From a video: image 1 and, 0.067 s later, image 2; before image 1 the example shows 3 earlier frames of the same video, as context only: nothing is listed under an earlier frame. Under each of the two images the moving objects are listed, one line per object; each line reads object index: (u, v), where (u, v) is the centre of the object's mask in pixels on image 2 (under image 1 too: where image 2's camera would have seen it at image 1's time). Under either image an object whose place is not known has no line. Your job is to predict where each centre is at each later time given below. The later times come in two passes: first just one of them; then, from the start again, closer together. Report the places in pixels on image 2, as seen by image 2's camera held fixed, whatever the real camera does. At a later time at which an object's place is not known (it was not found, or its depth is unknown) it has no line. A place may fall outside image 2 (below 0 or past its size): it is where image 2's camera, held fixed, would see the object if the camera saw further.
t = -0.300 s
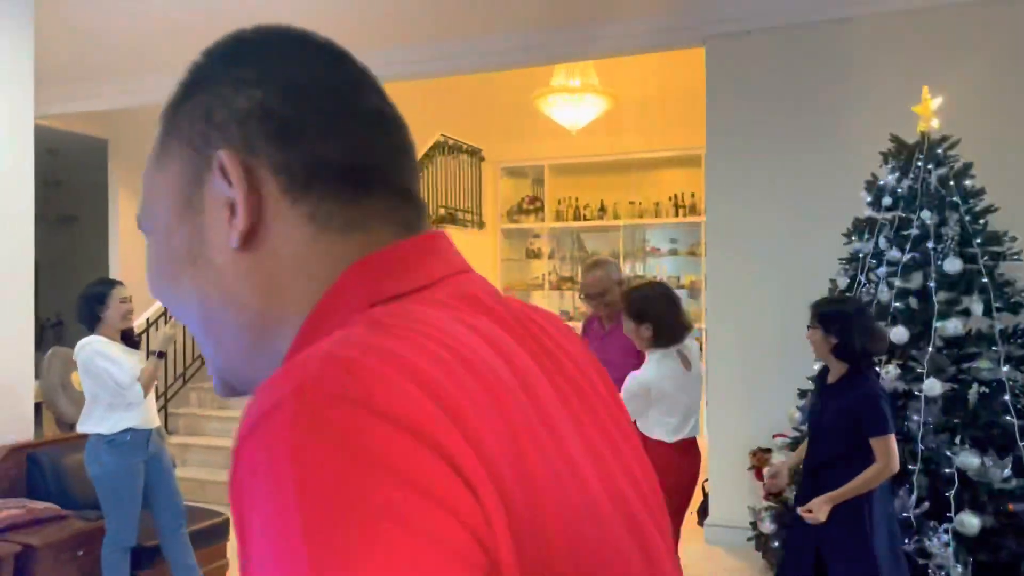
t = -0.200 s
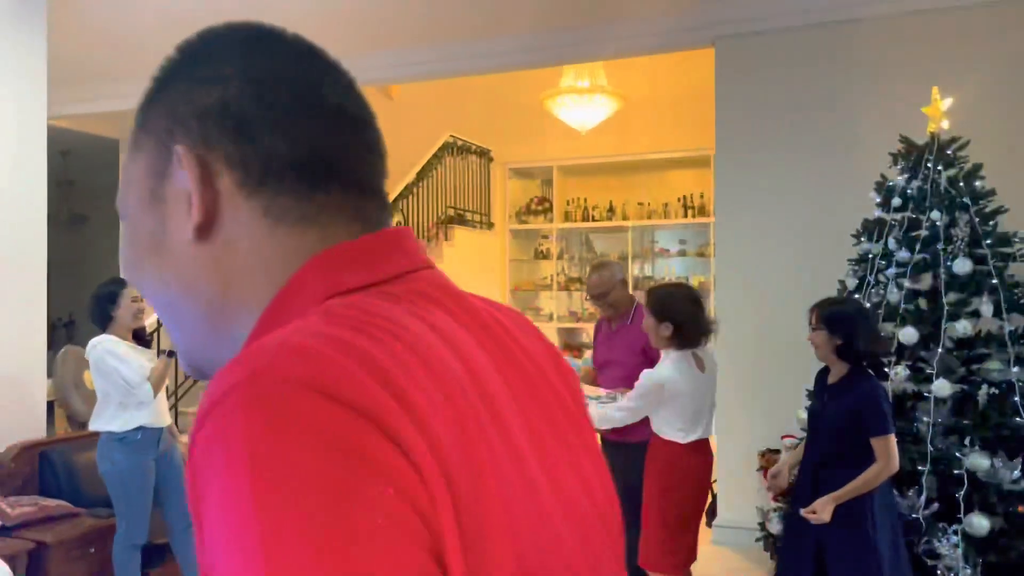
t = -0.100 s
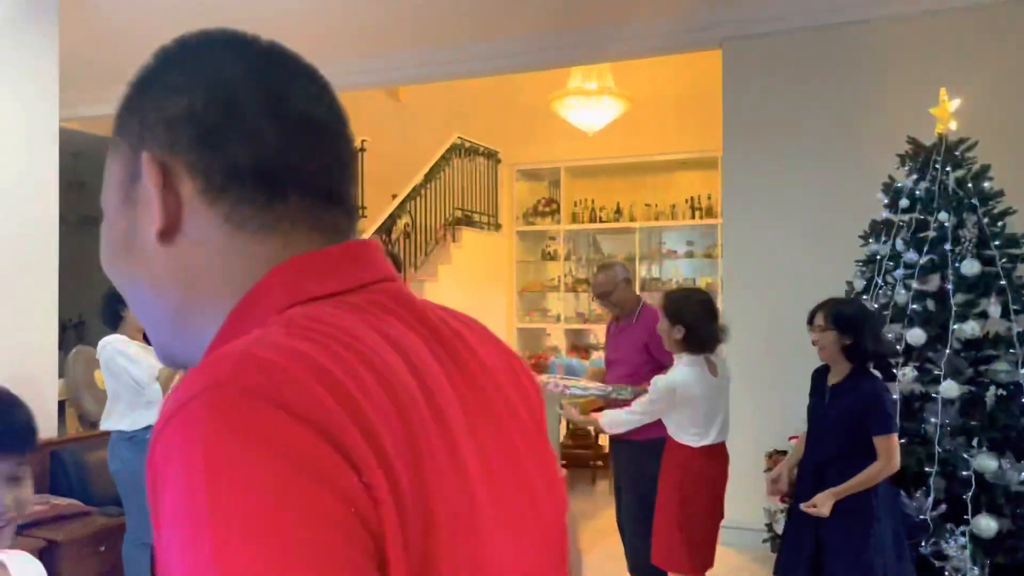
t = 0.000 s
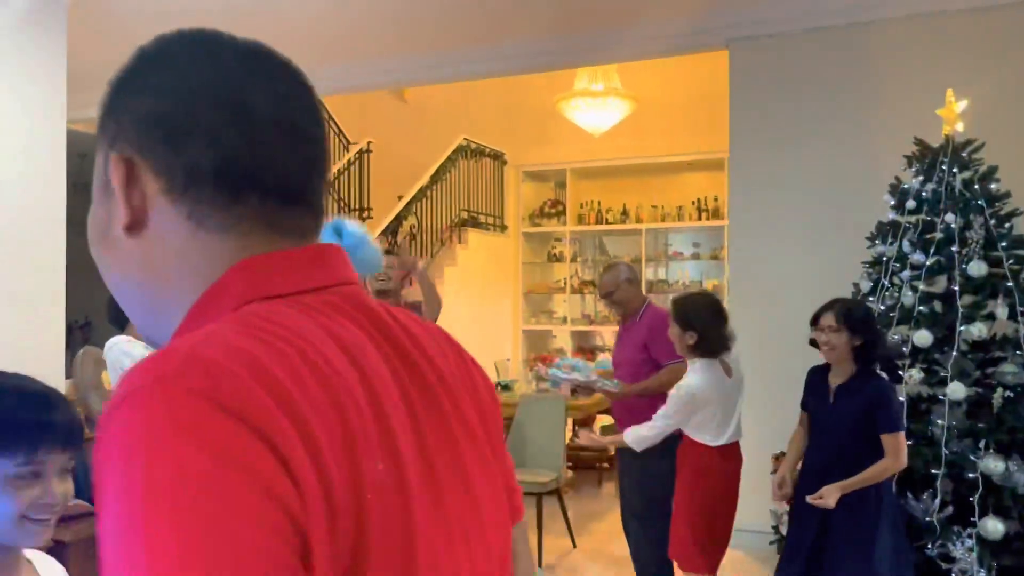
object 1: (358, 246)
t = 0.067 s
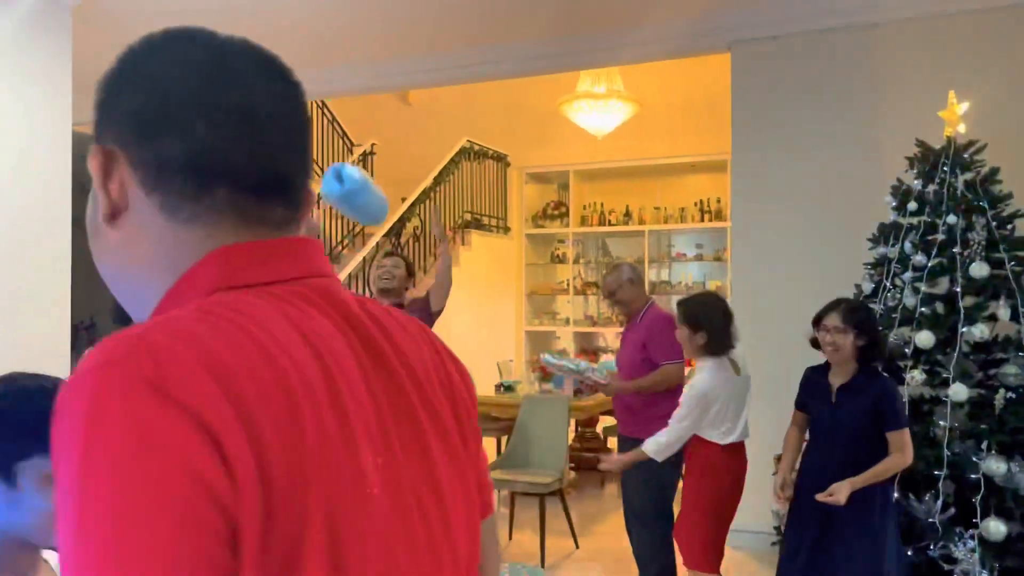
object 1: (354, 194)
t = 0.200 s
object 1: (354, 115)
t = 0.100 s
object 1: (354, 171)
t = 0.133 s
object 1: (354, 150)
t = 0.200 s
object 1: (354, 115)
